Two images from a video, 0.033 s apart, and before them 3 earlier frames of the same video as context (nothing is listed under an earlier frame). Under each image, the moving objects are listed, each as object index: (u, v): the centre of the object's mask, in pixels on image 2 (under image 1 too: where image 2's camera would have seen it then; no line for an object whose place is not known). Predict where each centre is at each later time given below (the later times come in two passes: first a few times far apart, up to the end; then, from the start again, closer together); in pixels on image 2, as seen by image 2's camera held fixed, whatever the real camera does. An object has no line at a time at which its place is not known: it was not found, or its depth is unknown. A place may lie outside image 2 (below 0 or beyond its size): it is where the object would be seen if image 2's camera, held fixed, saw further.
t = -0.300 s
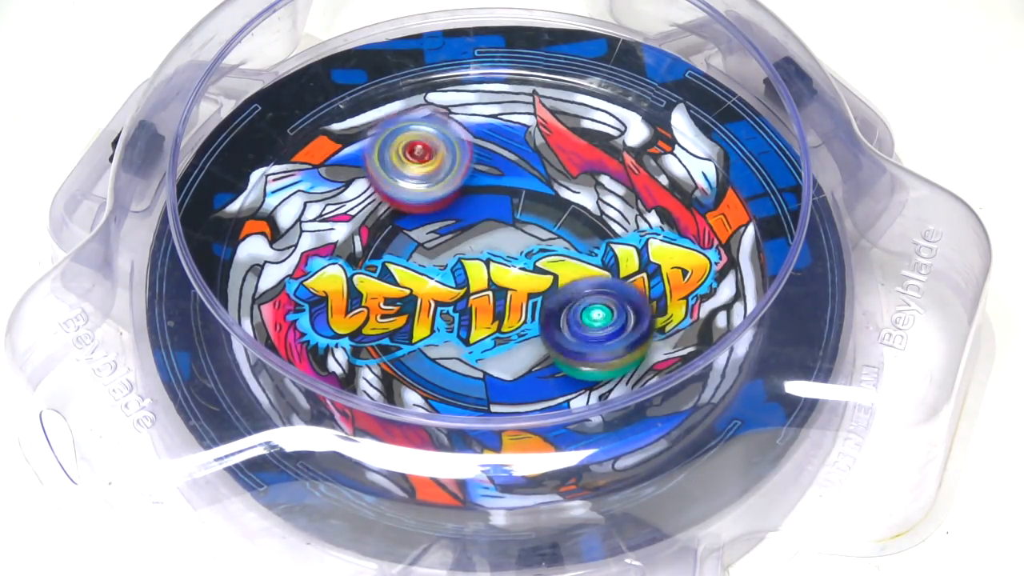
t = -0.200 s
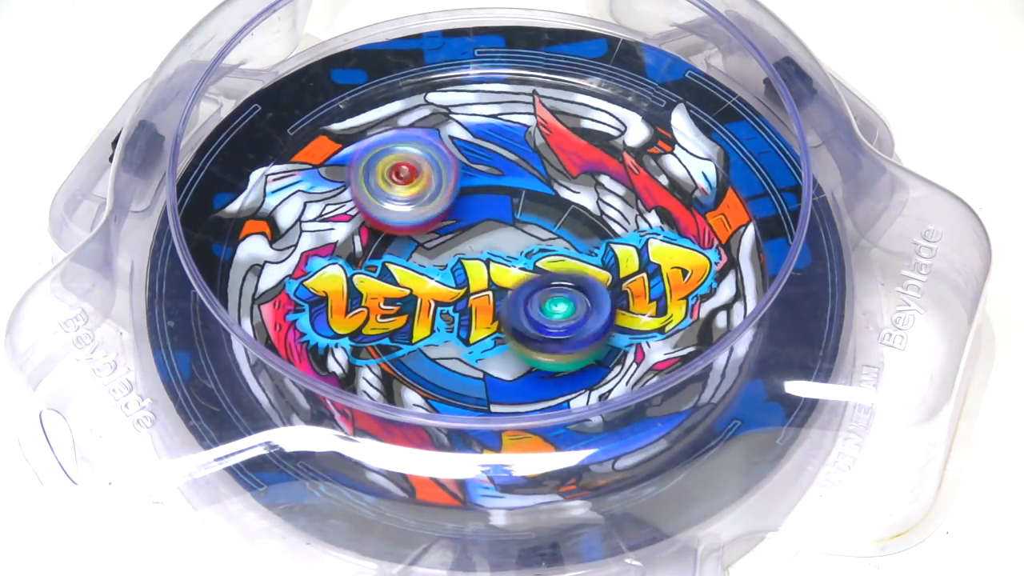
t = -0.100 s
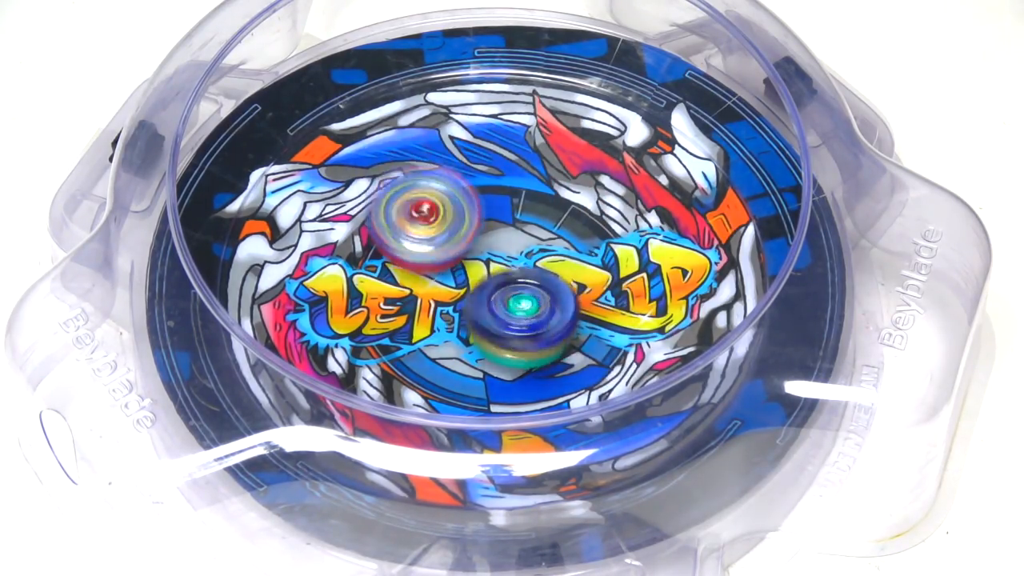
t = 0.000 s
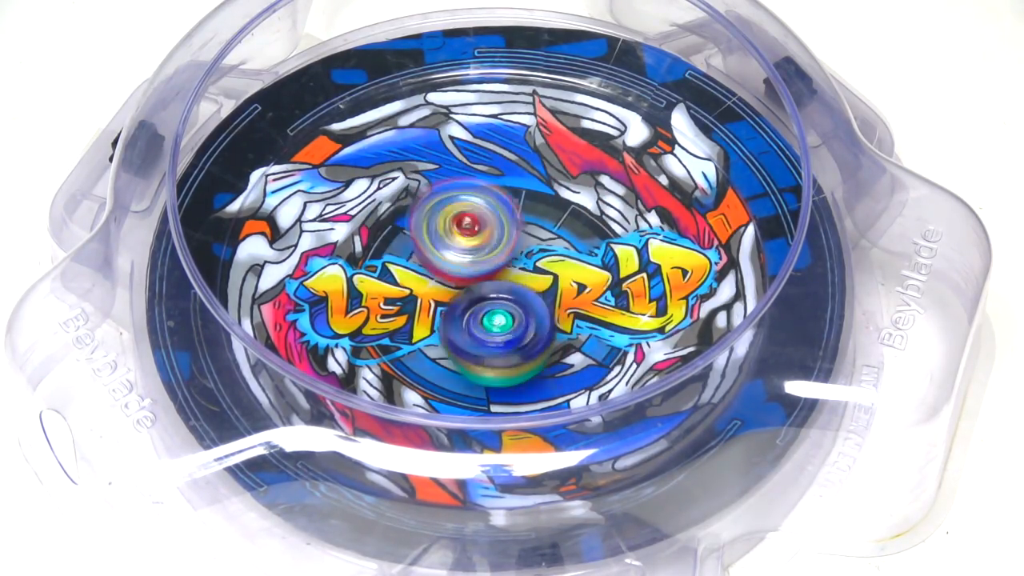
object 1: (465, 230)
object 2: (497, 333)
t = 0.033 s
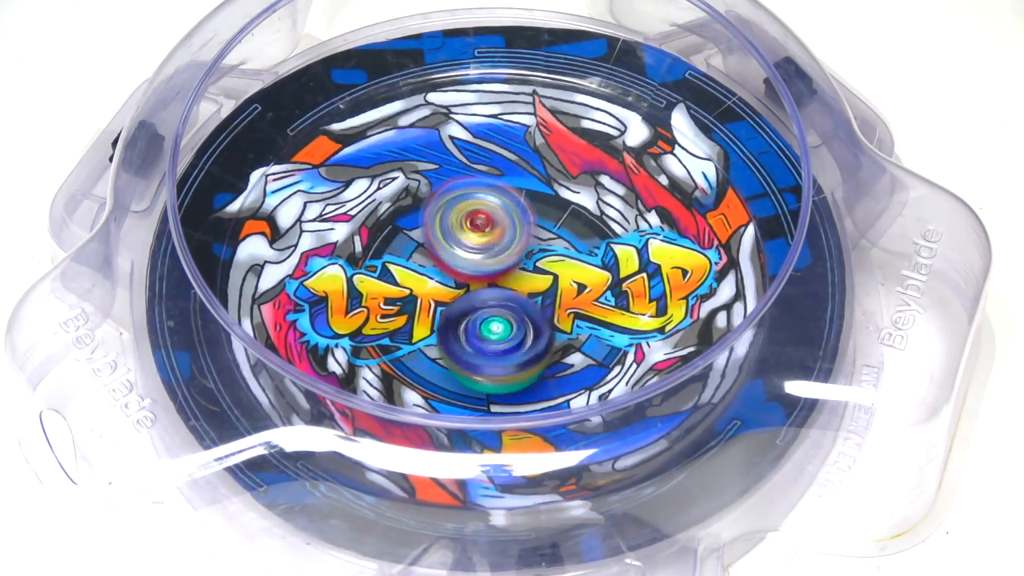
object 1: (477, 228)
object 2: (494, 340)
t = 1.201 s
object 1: (530, 192)
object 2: (554, 358)
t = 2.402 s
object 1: (574, 341)
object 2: (515, 157)
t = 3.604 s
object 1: (352, 290)
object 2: (534, 209)
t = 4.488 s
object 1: (441, 220)
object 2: (522, 315)
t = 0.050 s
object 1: (485, 226)
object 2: (494, 344)
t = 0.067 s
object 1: (490, 225)
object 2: (493, 347)
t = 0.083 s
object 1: (498, 223)
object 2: (494, 350)
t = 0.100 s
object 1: (507, 220)
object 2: (494, 353)
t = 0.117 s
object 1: (511, 220)
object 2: (496, 354)
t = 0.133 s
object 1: (519, 218)
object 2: (497, 355)
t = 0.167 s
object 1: (530, 212)
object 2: (501, 355)
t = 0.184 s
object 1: (537, 208)
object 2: (502, 355)
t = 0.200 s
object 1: (542, 203)
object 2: (504, 354)
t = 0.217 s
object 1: (545, 200)
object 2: (505, 352)
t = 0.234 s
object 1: (549, 194)
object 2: (509, 351)
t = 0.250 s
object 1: (553, 189)
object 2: (511, 350)
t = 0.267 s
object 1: (553, 185)
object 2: (513, 348)
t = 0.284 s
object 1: (556, 178)
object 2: (515, 345)
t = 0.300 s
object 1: (555, 172)
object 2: (520, 341)
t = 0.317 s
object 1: (555, 170)
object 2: (519, 339)
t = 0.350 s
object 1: (551, 162)
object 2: (527, 328)
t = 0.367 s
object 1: (552, 160)
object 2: (529, 326)
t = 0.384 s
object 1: (548, 159)
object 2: (532, 319)
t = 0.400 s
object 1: (546, 158)
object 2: (535, 313)
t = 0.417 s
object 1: (541, 158)
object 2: (537, 311)
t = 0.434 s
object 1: (539, 159)
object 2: (539, 305)
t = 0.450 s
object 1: (534, 160)
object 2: (539, 298)
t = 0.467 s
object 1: (534, 162)
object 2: (541, 295)
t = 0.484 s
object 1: (530, 166)
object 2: (542, 289)
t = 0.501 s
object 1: (526, 171)
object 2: (544, 284)
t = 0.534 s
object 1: (521, 178)
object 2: (545, 274)
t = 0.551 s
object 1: (522, 179)
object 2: (545, 273)
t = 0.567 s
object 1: (521, 178)
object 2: (546, 275)
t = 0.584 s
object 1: (521, 176)
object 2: (548, 279)
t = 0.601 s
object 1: (520, 173)
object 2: (550, 283)
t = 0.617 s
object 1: (521, 173)
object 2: (550, 285)
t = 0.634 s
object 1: (520, 171)
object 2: (552, 286)
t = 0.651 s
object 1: (520, 171)
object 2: (556, 287)
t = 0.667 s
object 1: (520, 171)
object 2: (558, 287)
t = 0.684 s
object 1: (520, 172)
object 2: (562, 286)
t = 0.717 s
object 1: (520, 173)
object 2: (566, 283)
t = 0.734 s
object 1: (521, 175)
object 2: (567, 282)
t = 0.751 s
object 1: (523, 177)
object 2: (569, 280)
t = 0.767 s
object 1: (522, 177)
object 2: (570, 278)
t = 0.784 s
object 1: (525, 180)
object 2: (570, 275)
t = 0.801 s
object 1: (527, 181)
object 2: (571, 272)
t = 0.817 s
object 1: (529, 183)
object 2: (570, 272)
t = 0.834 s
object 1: (531, 179)
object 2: (570, 278)
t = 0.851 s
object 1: (532, 173)
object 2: (572, 287)
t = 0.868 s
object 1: (533, 170)
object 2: (573, 291)
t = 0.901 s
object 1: (534, 159)
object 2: (575, 304)
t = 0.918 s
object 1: (534, 157)
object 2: (574, 308)
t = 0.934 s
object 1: (535, 153)
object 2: (575, 312)
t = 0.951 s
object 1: (535, 151)
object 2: (575, 316)
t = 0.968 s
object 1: (533, 150)
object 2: (576, 318)
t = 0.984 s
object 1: (532, 148)
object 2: (575, 323)
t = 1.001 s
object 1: (531, 149)
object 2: (574, 328)
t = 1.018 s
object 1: (529, 148)
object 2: (574, 329)
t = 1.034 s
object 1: (529, 149)
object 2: (571, 334)
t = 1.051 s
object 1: (528, 150)
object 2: (570, 338)
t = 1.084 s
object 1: (525, 155)
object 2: (567, 345)
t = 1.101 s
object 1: (526, 159)
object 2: (564, 348)
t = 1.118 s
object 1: (525, 163)
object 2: (563, 349)
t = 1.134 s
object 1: (526, 168)
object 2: (562, 352)
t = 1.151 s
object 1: (525, 174)
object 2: (559, 354)
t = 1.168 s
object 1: (526, 177)
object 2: (558, 356)
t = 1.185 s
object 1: (527, 184)
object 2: (555, 357)
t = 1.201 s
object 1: (530, 192)
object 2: (554, 358)
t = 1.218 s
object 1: (532, 197)
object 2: (553, 358)
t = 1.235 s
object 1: (535, 203)
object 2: (550, 358)
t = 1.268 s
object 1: (543, 216)
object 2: (545, 359)
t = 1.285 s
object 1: (548, 225)
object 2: (543, 358)
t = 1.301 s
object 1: (553, 230)
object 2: (539, 356)
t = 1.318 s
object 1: (557, 235)
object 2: (539, 356)
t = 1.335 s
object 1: (563, 244)
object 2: (535, 353)
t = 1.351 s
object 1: (569, 250)
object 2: (532, 351)
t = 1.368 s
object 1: (573, 252)
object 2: (530, 349)
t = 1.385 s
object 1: (581, 257)
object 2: (525, 345)
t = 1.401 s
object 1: (588, 261)
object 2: (522, 341)
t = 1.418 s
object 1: (591, 262)
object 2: (521, 340)
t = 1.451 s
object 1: (603, 267)
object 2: (514, 332)
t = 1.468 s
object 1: (605, 267)
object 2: (511, 329)
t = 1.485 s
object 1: (610, 269)
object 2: (508, 325)
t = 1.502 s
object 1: (614, 270)
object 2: (504, 321)
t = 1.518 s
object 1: (614, 270)
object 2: (504, 319)
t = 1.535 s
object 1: (616, 270)
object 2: (501, 314)
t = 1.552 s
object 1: (617, 270)
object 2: (498, 308)
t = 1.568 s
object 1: (616, 268)
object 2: (497, 305)
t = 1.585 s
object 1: (617, 269)
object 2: (495, 300)
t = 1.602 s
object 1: (617, 268)
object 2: (494, 296)
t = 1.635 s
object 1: (614, 269)
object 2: (491, 289)
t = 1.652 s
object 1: (618, 266)
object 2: (485, 284)
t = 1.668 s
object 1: (622, 265)
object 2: (481, 281)
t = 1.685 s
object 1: (628, 263)
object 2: (476, 274)
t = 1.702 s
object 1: (634, 260)
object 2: (473, 269)
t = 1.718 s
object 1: (635, 260)
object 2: (472, 267)
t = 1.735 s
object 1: (637, 256)
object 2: (470, 262)
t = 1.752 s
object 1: (639, 252)
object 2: (468, 258)
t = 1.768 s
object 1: (641, 250)
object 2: (467, 255)
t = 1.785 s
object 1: (639, 248)
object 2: (465, 250)
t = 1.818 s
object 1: (635, 244)
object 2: (464, 242)
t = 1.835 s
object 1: (630, 242)
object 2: (464, 238)
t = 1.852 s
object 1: (628, 243)
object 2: (464, 234)
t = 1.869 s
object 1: (624, 240)
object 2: (464, 230)
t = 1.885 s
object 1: (618, 239)
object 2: (465, 225)
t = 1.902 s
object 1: (610, 238)
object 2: (466, 221)
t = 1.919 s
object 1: (605, 238)
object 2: (467, 219)
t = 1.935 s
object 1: (598, 239)
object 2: (469, 214)
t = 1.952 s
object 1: (588, 241)
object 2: (471, 210)
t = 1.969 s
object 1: (586, 243)
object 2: (469, 206)
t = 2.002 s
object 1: (578, 255)
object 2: (464, 192)
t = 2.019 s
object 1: (579, 258)
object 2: (464, 190)
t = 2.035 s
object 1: (577, 264)
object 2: (463, 187)
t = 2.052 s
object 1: (575, 271)
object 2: (462, 183)
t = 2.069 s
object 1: (574, 274)
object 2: (462, 181)
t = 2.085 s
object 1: (571, 280)
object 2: (461, 176)
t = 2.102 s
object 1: (571, 287)
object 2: (462, 172)
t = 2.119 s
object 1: (571, 290)
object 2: (463, 169)
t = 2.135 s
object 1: (569, 296)
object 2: (464, 164)
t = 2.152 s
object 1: (570, 304)
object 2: (467, 160)
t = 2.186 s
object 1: (570, 313)
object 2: (470, 155)
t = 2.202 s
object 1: (570, 321)
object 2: (473, 153)
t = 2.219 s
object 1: (569, 323)
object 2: (473, 152)
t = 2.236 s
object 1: (572, 329)
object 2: (477, 150)
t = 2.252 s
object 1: (572, 332)
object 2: (480, 148)
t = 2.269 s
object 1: (574, 333)
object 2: (483, 147)
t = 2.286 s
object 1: (575, 337)
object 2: (486, 146)
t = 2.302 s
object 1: (574, 339)
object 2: (490, 147)
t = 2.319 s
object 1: (576, 339)
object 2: (493, 148)
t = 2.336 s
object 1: (574, 340)
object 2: (497, 149)
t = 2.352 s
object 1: (575, 340)
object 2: (502, 151)
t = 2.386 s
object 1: (574, 340)
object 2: (509, 154)
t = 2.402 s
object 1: (574, 341)
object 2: (515, 157)
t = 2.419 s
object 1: (572, 339)
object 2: (518, 159)
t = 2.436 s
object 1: (570, 340)
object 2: (522, 161)
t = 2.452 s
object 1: (567, 338)
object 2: (526, 165)
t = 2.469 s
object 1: (566, 339)
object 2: (528, 168)
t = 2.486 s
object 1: (562, 334)
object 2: (533, 171)
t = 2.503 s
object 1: (559, 332)
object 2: (536, 175)
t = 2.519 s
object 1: (556, 331)
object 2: (538, 176)
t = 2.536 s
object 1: (553, 328)
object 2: (542, 180)
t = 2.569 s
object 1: (546, 321)
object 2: (547, 187)
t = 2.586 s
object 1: (542, 320)
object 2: (550, 191)
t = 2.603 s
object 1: (536, 317)
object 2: (553, 195)
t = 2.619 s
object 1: (534, 315)
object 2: (553, 197)
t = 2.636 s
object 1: (529, 312)
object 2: (554, 203)
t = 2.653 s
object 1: (524, 306)
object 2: (556, 208)
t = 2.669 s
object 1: (520, 308)
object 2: (558, 207)
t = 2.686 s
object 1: (505, 314)
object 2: (566, 202)
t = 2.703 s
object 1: (493, 320)
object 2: (574, 197)
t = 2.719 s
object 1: (488, 323)
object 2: (578, 195)
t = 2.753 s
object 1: (466, 333)
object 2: (588, 193)
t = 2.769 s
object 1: (462, 337)
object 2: (590, 194)
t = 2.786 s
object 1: (454, 342)
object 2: (593, 194)
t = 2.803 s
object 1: (445, 346)
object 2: (598, 194)
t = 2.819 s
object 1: (443, 349)
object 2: (599, 194)
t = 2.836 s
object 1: (434, 354)
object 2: (600, 195)
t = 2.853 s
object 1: (430, 358)
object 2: (603, 196)
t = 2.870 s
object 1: (428, 360)
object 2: (603, 197)
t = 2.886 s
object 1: (422, 362)
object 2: (603, 198)
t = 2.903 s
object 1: (420, 365)
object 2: (603, 201)
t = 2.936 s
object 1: (416, 367)
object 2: (601, 204)
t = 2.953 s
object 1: (415, 368)
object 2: (599, 207)
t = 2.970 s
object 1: (417, 369)
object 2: (598, 211)
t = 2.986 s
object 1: (414, 367)
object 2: (596, 214)
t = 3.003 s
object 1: (418, 368)
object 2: (593, 217)
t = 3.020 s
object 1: (417, 369)
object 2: (590, 220)
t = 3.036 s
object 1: (420, 368)
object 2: (587, 225)
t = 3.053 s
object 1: (423, 368)
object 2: (584, 228)
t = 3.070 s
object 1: (426, 366)
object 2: (580, 233)
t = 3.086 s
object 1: (425, 365)
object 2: (578, 235)
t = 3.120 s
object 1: (433, 362)
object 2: (570, 242)
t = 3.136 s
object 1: (434, 361)
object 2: (568, 243)
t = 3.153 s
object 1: (440, 356)
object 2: (562, 247)
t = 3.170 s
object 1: (447, 351)
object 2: (559, 250)
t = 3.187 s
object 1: (448, 349)
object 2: (557, 250)
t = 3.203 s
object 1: (455, 342)
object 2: (553, 253)
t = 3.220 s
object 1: (463, 334)
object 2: (548, 255)
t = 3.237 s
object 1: (465, 331)
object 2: (544, 256)
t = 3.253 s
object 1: (464, 326)
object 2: (547, 255)
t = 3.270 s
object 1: (455, 325)
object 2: (554, 250)
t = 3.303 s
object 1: (442, 322)
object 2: (563, 243)
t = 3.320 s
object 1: (431, 321)
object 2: (568, 240)
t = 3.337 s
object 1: (425, 319)
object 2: (570, 240)
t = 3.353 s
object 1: (415, 316)
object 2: (570, 237)
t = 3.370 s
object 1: (406, 313)
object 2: (569, 234)
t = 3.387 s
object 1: (399, 314)
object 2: (569, 233)
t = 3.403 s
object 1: (389, 312)
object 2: (568, 229)
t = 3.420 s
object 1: (382, 310)
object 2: (567, 225)
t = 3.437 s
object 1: (379, 308)
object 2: (566, 222)
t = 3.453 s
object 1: (372, 306)
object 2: (564, 220)
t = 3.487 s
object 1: (363, 303)
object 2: (560, 215)
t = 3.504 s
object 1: (361, 301)
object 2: (556, 213)
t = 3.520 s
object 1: (357, 299)
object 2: (553, 211)
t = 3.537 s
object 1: (355, 298)
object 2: (551, 210)
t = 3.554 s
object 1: (354, 295)
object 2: (546, 209)
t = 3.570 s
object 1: (353, 294)
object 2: (542, 208)
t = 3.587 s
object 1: (351, 292)
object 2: (539, 207)
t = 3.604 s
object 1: (352, 290)
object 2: (534, 209)
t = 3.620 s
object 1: (352, 289)
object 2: (531, 209)
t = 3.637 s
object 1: (352, 288)
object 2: (527, 209)
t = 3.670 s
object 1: (356, 281)
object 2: (520, 215)
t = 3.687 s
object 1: (359, 278)
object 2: (517, 217)
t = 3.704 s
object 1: (361, 274)
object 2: (514, 221)
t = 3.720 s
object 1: (367, 272)
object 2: (512, 223)
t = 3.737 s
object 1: (369, 270)
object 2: (511, 226)
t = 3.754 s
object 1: (372, 267)
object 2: (508, 230)
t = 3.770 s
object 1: (377, 263)
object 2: (507, 234)
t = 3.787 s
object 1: (381, 260)
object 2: (506, 236)
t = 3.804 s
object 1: (386, 257)
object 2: (504, 240)
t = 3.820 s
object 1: (388, 252)
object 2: (508, 244)
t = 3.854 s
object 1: (382, 244)
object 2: (519, 255)
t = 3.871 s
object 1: (378, 238)
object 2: (532, 259)
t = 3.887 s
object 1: (374, 235)
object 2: (538, 263)
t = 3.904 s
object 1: (370, 229)
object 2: (546, 269)
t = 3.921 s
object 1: (366, 222)
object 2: (555, 272)
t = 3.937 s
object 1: (363, 218)
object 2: (559, 274)
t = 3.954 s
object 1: (358, 213)
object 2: (562, 279)
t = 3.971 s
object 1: (355, 208)
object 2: (565, 281)
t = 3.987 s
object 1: (354, 205)
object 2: (566, 283)
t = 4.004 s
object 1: (350, 199)
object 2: (567, 285)
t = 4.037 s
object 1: (345, 191)
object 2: (571, 286)
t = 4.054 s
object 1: (343, 187)
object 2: (573, 288)
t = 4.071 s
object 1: (340, 184)
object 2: (574, 290)
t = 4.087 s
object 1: (340, 183)
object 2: (576, 292)
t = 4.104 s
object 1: (339, 181)
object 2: (576, 294)
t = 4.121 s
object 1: (339, 180)
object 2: (577, 298)
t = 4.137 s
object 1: (340, 180)
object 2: (577, 299)
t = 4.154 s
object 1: (339, 180)
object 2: (576, 303)
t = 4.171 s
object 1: (340, 179)
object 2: (575, 307)
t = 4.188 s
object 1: (342, 179)
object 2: (574, 307)
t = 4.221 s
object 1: (345, 181)
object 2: (570, 314)
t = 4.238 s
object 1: (347, 180)
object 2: (568, 314)
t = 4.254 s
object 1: (352, 182)
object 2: (566, 317)
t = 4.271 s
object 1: (356, 185)
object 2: (563, 319)
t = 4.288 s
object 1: (361, 186)
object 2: (560, 320)
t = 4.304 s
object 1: (367, 189)
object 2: (558, 321)
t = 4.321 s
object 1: (373, 190)
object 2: (553, 321)
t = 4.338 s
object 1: (377, 191)
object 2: (551, 322)
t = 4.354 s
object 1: (387, 195)
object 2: (548, 322)
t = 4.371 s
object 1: (395, 199)
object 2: (543, 322)
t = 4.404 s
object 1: (407, 203)
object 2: (538, 321)
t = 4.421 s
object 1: (416, 206)
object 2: (532, 320)
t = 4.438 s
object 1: (422, 209)
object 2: (531, 320)
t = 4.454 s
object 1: (429, 213)
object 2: (528, 318)
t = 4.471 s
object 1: (437, 217)
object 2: (522, 316)
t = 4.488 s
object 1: (441, 220)
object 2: (522, 315)
